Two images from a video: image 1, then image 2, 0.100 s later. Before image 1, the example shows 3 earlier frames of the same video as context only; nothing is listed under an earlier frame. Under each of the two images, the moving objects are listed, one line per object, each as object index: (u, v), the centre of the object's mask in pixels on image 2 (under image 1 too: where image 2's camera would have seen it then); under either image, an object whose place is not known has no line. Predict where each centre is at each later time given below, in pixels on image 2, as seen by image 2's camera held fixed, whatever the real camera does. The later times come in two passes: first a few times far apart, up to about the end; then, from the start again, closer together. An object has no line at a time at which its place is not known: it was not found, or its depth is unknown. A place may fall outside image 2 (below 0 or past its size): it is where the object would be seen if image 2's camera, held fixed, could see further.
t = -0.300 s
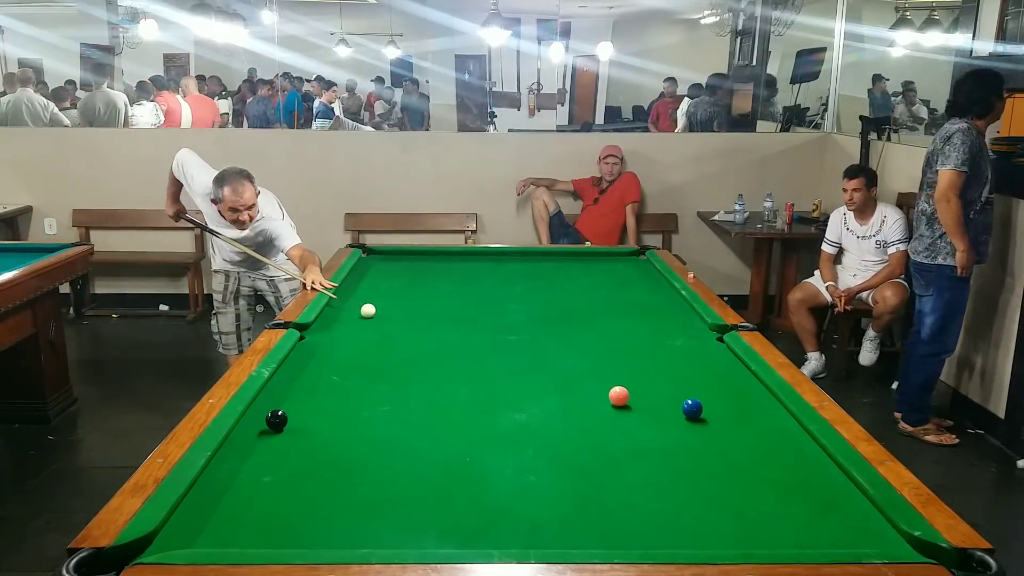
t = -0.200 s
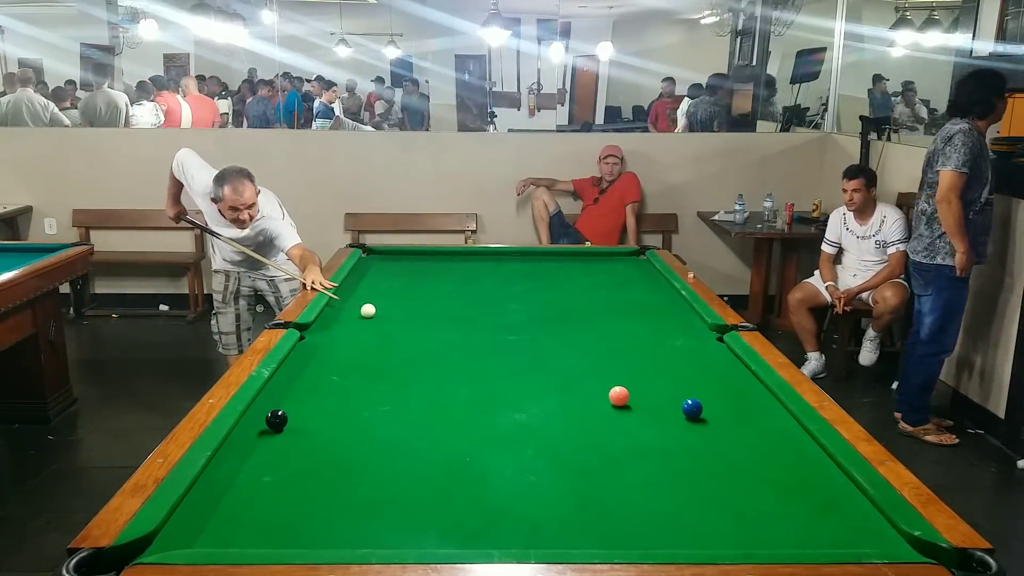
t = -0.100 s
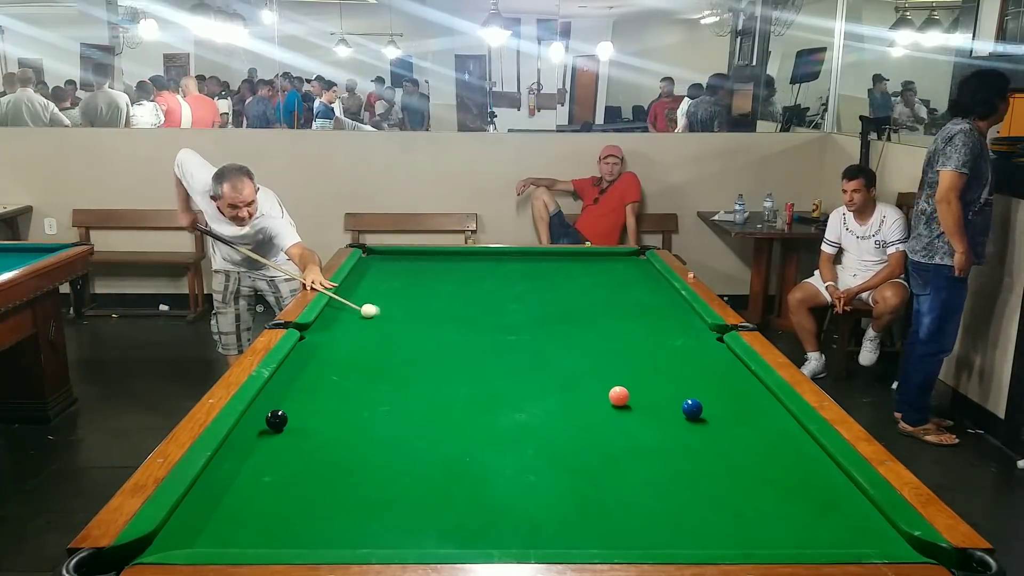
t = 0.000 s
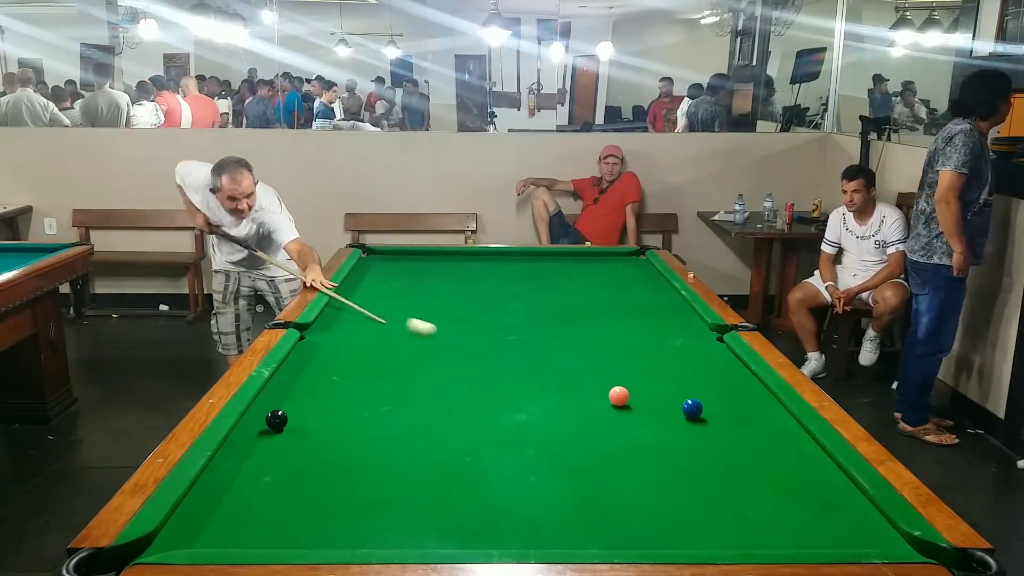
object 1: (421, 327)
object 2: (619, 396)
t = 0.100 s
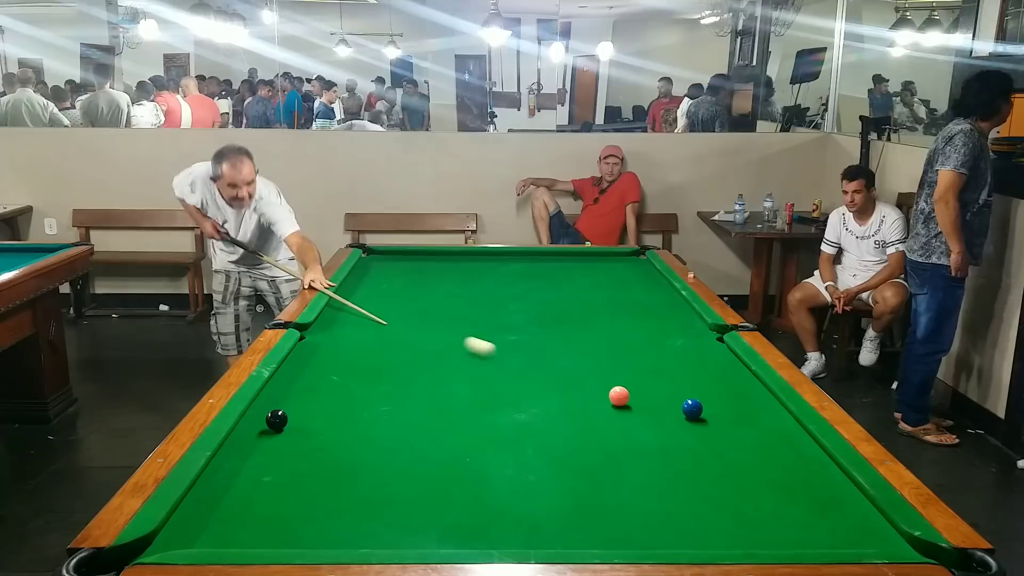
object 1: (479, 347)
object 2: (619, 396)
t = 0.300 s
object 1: (599, 387)
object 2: (620, 397)
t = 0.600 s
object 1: (642, 385)
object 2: (759, 468)
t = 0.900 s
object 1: (673, 380)
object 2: (907, 546)
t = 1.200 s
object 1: (701, 376)
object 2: (831, 540)
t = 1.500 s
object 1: (724, 373)
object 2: (749, 539)
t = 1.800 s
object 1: (742, 369)
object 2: (673, 538)
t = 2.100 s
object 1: (727, 368)
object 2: (605, 536)
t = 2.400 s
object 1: (717, 366)
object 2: (543, 535)
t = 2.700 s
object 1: (710, 365)
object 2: (489, 533)
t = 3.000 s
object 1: (708, 365)
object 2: (440, 531)
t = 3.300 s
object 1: (708, 365)
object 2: (398, 529)
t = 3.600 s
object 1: (708, 365)
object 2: (362, 529)
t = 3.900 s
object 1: (708, 365)
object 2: (332, 528)
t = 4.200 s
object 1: (708, 365)
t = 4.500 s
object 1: (708, 365)
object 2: (290, 527)
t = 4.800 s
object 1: (708, 365)
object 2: (279, 528)
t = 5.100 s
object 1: (708, 365)
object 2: (276, 527)
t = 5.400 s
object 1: (708, 365)
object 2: (277, 527)
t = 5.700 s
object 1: (708, 365)
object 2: (277, 527)
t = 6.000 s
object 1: (708, 365)
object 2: (277, 527)
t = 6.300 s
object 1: (708, 365)
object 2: (277, 527)
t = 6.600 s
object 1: (708, 365)
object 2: (277, 527)
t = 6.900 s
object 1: (708, 365)
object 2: (277, 527)
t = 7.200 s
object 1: (708, 365)
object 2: (277, 527)
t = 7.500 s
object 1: (708, 365)
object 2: (277, 527)
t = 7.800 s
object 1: (708, 365)
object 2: (277, 527)
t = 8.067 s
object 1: (708, 365)
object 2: (277, 527)
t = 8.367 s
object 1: (708, 365)
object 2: (277, 527)
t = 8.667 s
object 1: (708, 365)
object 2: (277, 527)
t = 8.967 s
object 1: (708, 365)
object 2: (277, 527)
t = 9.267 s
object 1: (708, 365)
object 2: (277, 527)
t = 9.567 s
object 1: (708, 365)
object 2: (277, 527)
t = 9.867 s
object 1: (708, 365)
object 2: (277, 527)
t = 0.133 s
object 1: (500, 354)
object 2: (619, 396)
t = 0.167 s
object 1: (519, 360)
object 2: (619, 396)
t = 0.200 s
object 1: (540, 367)
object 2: (619, 396)
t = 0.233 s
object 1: (561, 374)
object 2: (619, 397)
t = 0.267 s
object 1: (582, 382)
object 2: (619, 397)
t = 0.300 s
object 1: (599, 387)
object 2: (620, 397)
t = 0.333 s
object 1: (610, 389)
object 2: (632, 403)
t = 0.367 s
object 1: (615, 389)
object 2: (648, 411)
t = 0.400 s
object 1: (619, 388)
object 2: (664, 419)
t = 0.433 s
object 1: (623, 388)
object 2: (680, 427)
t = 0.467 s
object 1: (627, 387)
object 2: (696, 435)
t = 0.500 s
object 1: (631, 387)
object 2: (711, 443)
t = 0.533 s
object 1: (635, 386)
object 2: (726, 451)
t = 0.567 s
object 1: (638, 385)
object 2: (743, 459)
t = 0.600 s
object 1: (642, 385)
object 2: (759, 468)
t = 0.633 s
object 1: (646, 384)
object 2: (776, 476)
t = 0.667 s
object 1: (649, 384)
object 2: (794, 485)
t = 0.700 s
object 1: (653, 383)
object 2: (813, 495)
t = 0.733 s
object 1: (656, 383)
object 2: (832, 504)
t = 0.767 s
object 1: (660, 382)
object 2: (852, 514)
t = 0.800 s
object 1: (663, 382)
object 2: (873, 525)
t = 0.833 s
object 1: (667, 381)
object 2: (892, 535)
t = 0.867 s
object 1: (670, 381)
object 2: (900, 542)
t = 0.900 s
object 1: (673, 380)
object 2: (907, 546)
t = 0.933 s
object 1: (677, 380)
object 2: (908, 543)
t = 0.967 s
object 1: (680, 379)
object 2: (900, 542)
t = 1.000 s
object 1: (683, 379)
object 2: (889, 541)
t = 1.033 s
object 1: (686, 378)
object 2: (879, 541)
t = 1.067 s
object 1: (689, 378)
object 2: (869, 540)
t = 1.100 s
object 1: (692, 377)
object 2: (860, 540)
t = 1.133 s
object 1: (695, 377)
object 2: (850, 540)
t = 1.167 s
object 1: (698, 376)
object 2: (840, 540)
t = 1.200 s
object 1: (701, 376)
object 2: (831, 540)
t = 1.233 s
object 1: (703, 376)
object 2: (821, 540)
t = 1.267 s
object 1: (706, 375)
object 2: (812, 540)
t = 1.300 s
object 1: (709, 375)
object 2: (803, 540)
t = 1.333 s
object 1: (711, 374)
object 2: (793, 540)
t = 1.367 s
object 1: (714, 374)
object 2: (784, 539)
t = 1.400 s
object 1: (717, 374)
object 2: (775, 539)
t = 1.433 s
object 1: (719, 373)
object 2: (767, 539)
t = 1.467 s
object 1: (722, 373)
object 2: (758, 539)
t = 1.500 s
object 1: (724, 373)
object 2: (749, 539)
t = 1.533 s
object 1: (726, 372)
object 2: (740, 539)
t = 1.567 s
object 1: (729, 372)
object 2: (731, 539)
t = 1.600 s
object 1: (731, 371)
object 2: (723, 539)
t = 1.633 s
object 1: (733, 371)
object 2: (715, 539)
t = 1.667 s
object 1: (736, 371)
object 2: (706, 538)
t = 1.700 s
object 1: (738, 370)
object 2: (698, 538)
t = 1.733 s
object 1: (740, 370)
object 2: (690, 538)
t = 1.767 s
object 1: (742, 370)
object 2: (681, 538)
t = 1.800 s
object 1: (742, 369)
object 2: (673, 538)
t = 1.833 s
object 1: (740, 369)
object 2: (666, 538)
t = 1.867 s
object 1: (738, 369)
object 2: (658, 537)
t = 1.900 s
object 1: (736, 369)
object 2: (650, 537)
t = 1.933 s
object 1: (735, 369)
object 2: (642, 537)
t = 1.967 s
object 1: (733, 368)
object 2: (634, 537)
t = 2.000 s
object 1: (731, 368)
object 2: (627, 537)
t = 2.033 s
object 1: (730, 368)
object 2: (620, 537)
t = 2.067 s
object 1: (728, 368)
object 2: (612, 536)
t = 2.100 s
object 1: (727, 368)
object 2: (605, 536)
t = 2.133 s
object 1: (726, 367)
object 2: (598, 536)
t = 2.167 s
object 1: (724, 367)
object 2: (591, 536)
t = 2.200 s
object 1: (723, 367)
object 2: (584, 536)
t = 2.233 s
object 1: (722, 367)
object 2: (577, 536)
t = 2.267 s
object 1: (721, 367)
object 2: (570, 535)
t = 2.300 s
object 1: (720, 366)
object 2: (563, 535)
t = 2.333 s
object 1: (719, 366)
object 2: (557, 535)
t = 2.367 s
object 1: (718, 366)
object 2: (550, 535)
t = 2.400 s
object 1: (717, 366)
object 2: (543, 535)
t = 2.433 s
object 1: (716, 366)
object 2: (537, 535)
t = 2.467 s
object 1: (715, 366)
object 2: (531, 534)
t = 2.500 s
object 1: (714, 366)
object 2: (524, 534)
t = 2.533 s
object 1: (713, 366)
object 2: (518, 534)
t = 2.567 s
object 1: (713, 366)
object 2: (512, 534)
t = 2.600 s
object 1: (712, 365)
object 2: (506, 534)
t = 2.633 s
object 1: (711, 365)
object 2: (500, 533)
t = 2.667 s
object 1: (711, 365)
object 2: (494, 533)
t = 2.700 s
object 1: (710, 365)
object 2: (489, 533)
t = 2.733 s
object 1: (710, 365)
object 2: (483, 533)
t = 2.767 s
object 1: (710, 365)
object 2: (477, 533)
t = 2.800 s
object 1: (709, 365)
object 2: (472, 533)
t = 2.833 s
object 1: (709, 365)
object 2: (466, 532)
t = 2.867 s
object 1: (709, 365)
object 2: (461, 532)
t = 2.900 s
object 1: (708, 365)
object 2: (456, 532)
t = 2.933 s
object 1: (708, 365)
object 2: (450, 532)
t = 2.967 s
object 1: (708, 365)
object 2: (445, 532)
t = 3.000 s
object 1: (708, 365)
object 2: (440, 531)
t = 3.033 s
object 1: (708, 365)
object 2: (435, 531)
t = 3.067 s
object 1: (708, 365)
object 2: (431, 531)
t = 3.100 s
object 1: (708, 365)
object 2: (426, 531)
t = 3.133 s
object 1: (708, 365)
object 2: (421, 530)
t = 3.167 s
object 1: (708, 365)
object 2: (416, 530)
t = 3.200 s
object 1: (708, 365)
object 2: (412, 530)
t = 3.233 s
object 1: (708, 365)
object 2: (407, 530)
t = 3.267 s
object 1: (708, 365)
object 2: (403, 530)
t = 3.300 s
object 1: (708, 365)
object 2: (398, 529)
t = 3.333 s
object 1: (708, 365)
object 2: (394, 529)
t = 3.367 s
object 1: (708, 365)
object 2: (390, 529)
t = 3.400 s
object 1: (708, 365)
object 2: (385, 529)
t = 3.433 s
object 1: (708, 365)
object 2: (381, 529)
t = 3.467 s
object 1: (708, 365)
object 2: (377, 529)
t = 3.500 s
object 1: (708, 365)
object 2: (374, 528)
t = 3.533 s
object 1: (708, 365)
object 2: (370, 529)
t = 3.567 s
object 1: (708, 365)
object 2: (366, 528)
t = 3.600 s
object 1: (708, 365)
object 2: (362, 529)
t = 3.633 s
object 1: (708, 365)
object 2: (358, 528)
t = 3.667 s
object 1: (708, 365)
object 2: (355, 528)
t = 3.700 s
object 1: (708, 365)
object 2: (351, 528)
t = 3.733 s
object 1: (708, 365)
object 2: (348, 528)
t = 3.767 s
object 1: (708, 365)
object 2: (344, 528)
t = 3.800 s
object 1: (708, 365)
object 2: (341, 528)
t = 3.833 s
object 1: (708, 365)
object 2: (338, 528)
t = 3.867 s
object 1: (708, 365)
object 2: (335, 528)
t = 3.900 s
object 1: (708, 365)
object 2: (332, 528)
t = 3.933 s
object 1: (708, 365)
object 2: (328, 528)
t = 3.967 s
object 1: (708, 365)
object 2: (326, 528)
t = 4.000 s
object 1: (708, 365)
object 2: (323, 528)
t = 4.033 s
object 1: (708, 365)
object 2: (320, 528)
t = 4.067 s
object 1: (708, 365)
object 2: (317, 528)
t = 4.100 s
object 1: (708, 365)
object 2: (315, 528)
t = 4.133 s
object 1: (708, 365)
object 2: (313, 528)
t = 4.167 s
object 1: (708, 365)
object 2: (313, 527)
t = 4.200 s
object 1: (708, 365)
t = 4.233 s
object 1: (708, 365)
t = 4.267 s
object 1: (708, 365)
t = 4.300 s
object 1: (708, 365)
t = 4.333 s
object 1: (708, 365)
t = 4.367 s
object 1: (708, 365)
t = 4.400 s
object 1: (708, 365)
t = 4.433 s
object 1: (708, 365)
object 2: (293, 528)
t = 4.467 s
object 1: (708, 365)
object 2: (292, 527)
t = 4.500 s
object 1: (708, 365)
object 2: (290, 527)
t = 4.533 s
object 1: (708, 365)
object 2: (289, 527)
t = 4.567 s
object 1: (708, 365)
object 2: (287, 528)
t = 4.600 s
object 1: (708, 365)
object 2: (286, 528)
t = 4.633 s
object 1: (708, 365)
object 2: (285, 528)
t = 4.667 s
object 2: (283, 528)
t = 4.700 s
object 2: (282, 528)
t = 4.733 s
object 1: (705, 362)
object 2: (281, 527)
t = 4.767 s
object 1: (708, 364)
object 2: (280, 527)
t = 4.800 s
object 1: (708, 365)
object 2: (279, 528)
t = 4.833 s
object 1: (708, 365)
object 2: (279, 528)
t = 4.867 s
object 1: (708, 365)
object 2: (278, 527)
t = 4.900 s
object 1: (708, 365)
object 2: (278, 528)
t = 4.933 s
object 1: (708, 365)
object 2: (277, 527)
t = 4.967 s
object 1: (708, 365)
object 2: (277, 527)
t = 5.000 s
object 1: (708, 365)
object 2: (277, 527)
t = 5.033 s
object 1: (708, 365)
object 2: (277, 527)
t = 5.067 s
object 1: (708, 365)
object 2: (277, 527)
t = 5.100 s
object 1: (708, 365)
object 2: (276, 527)
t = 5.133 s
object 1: (708, 365)
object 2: (276, 527)
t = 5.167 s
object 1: (708, 365)
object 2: (277, 527)
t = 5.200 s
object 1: (708, 365)
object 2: (277, 527)
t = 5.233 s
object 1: (708, 365)
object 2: (277, 527)
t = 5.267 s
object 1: (708, 365)
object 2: (277, 527)
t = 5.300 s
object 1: (708, 365)
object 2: (276, 527)
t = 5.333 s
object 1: (708, 365)
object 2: (276, 527)
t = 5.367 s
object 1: (708, 365)
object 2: (277, 527)
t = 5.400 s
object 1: (708, 365)
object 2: (277, 527)
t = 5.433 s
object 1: (708, 365)
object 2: (277, 527)
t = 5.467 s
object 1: (708, 365)
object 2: (277, 527)
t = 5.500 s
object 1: (708, 365)
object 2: (277, 527)
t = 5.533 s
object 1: (708, 365)
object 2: (277, 527)
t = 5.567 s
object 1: (708, 365)
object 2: (277, 527)
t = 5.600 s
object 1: (708, 365)
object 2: (277, 527)
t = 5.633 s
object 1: (708, 365)
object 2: (277, 527)
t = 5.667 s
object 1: (708, 365)
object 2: (277, 527)
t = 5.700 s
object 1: (708, 365)
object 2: (277, 527)
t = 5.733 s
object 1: (708, 365)
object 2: (277, 527)
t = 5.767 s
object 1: (708, 365)
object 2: (277, 527)
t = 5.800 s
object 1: (708, 365)
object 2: (277, 527)
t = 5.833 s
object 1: (708, 365)
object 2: (277, 527)
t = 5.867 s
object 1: (708, 365)
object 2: (277, 527)
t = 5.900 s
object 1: (708, 365)
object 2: (277, 527)
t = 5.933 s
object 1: (708, 365)
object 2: (277, 527)
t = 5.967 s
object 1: (708, 365)
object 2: (277, 527)
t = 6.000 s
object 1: (708, 365)
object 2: (277, 527)
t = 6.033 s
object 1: (708, 365)
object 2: (277, 527)
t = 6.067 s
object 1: (708, 365)
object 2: (277, 527)
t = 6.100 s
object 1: (708, 365)
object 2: (277, 527)
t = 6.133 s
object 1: (708, 365)
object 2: (277, 527)
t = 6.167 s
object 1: (708, 365)
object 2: (277, 527)
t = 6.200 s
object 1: (708, 365)
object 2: (277, 527)
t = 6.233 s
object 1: (708, 365)
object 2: (277, 527)
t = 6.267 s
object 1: (708, 365)
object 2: (277, 527)
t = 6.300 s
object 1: (708, 365)
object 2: (277, 527)
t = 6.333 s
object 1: (708, 365)
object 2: (277, 527)
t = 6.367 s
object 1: (708, 365)
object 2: (277, 527)
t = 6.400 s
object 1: (708, 365)
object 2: (277, 527)
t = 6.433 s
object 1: (708, 365)
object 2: (277, 527)
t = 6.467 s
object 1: (708, 365)
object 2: (277, 527)
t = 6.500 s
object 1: (708, 365)
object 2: (277, 527)
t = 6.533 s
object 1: (708, 365)
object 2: (277, 527)
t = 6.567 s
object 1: (708, 365)
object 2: (277, 527)
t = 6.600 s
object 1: (708, 365)
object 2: (277, 527)
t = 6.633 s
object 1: (708, 365)
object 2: (277, 527)
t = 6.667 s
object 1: (708, 365)
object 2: (277, 527)
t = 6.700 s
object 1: (708, 365)
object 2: (277, 527)
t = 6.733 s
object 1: (708, 365)
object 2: (277, 527)
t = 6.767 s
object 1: (708, 365)
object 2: (277, 527)
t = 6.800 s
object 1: (708, 365)
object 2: (277, 527)
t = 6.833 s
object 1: (708, 365)
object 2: (277, 527)
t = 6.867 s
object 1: (708, 365)
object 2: (277, 527)
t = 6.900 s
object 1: (708, 365)
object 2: (277, 527)
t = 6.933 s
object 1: (708, 365)
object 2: (277, 527)
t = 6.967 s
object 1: (708, 365)
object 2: (277, 527)
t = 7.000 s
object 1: (708, 365)
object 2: (277, 527)
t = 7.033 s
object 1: (708, 365)
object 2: (277, 527)
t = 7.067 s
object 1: (708, 365)
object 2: (277, 527)
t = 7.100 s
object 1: (708, 365)
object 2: (277, 527)
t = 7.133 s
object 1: (708, 365)
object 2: (277, 527)
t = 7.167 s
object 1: (708, 365)
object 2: (277, 527)
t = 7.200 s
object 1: (708, 365)
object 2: (277, 527)
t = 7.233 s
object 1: (708, 365)
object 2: (277, 527)
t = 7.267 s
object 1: (708, 365)
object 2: (277, 527)
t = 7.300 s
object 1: (708, 365)
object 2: (277, 527)
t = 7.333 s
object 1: (708, 365)
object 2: (277, 527)
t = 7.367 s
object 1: (708, 365)
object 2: (277, 527)
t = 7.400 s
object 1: (708, 365)
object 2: (277, 527)
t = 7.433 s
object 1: (708, 365)
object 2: (277, 527)
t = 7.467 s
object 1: (708, 365)
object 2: (277, 527)
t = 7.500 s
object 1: (708, 365)
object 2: (277, 527)
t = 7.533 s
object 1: (708, 365)
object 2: (277, 527)
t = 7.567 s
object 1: (708, 365)
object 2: (277, 527)
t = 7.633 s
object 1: (708, 365)
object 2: (277, 527)
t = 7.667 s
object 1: (708, 365)
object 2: (277, 527)
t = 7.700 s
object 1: (708, 365)
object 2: (277, 527)
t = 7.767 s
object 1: (708, 365)
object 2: (277, 527)
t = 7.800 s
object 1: (708, 365)
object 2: (277, 527)
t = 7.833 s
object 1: (708, 365)
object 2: (277, 527)
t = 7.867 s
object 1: (708, 365)
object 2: (277, 527)
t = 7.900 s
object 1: (708, 365)
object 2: (277, 527)
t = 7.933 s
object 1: (708, 365)
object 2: (277, 527)
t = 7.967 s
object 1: (708, 365)
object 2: (277, 527)
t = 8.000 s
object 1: (708, 365)
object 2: (277, 527)
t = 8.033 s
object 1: (708, 365)
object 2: (277, 527)
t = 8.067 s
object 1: (708, 365)
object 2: (277, 527)
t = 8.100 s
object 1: (708, 365)
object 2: (277, 527)
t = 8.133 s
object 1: (708, 365)
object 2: (277, 527)
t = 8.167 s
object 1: (708, 365)
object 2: (277, 527)
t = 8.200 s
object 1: (708, 365)
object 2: (277, 527)
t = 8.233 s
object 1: (708, 365)
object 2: (277, 527)
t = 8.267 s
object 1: (708, 365)
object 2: (277, 527)
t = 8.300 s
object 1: (708, 365)
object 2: (277, 527)
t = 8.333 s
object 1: (708, 365)
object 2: (277, 527)
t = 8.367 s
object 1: (708, 365)
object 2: (277, 527)
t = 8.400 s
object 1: (708, 365)
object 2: (277, 527)
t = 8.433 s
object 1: (708, 365)
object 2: (277, 527)
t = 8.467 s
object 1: (708, 365)
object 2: (277, 527)
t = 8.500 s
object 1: (708, 365)
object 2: (277, 527)
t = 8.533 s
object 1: (708, 365)
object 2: (277, 527)
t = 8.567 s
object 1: (708, 365)
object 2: (277, 527)
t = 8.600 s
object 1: (708, 365)
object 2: (277, 527)
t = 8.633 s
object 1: (708, 365)
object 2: (277, 527)
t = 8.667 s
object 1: (708, 365)
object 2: (277, 527)
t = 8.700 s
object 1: (708, 365)
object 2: (277, 527)
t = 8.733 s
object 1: (708, 365)
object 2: (277, 527)
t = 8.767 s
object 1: (708, 365)
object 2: (277, 527)
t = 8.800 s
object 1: (708, 365)
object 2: (277, 527)
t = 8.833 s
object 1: (708, 365)
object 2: (277, 527)
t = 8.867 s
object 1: (708, 365)
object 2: (277, 527)
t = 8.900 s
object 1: (708, 365)
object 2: (277, 527)
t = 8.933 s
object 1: (708, 365)
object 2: (277, 527)
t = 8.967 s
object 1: (708, 365)
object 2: (277, 527)
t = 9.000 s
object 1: (708, 365)
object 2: (277, 527)
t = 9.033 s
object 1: (708, 365)
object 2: (277, 527)
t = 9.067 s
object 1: (708, 365)
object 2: (277, 527)
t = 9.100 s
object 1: (708, 365)
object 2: (277, 527)
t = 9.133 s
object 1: (708, 365)
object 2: (277, 527)
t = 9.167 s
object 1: (708, 365)
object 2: (277, 527)
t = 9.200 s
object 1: (708, 365)
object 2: (277, 527)
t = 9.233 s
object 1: (708, 365)
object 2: (277, 527)
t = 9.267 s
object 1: (708, 365)
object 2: (277, 527)
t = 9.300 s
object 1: (708, 365)
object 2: (277, 527)
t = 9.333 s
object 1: (708, 365)
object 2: (277, 527)
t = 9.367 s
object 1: (708, 365)
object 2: (277, 527)
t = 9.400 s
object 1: (708, 365)
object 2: (277, 527)
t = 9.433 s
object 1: (708, 365)
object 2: (277, 527)
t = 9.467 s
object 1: (708, 365)
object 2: (277, 527)
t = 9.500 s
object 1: (708, 365)
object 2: (277, 527)
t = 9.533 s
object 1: (708, 365)
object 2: (277, 527)
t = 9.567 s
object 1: (708, 365)
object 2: (277, 527)
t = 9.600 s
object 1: (708, 365)
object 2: (277, 527)
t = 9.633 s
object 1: (708, 365)
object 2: (277, 527)
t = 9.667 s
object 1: (708, 365)
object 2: (277, 527)
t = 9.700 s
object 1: (708, 365)
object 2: (277, 527)
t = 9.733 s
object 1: (708, 365)
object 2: (277, 527)
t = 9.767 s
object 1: (708, 365)
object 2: (277, 527)
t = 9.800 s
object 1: (708, 365)
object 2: (277, 527)
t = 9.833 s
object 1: (708, 365)
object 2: (277, 527)
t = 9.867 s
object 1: (708, 365)
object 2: (277, 527)
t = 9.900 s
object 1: (708, 365)
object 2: (277, 527)
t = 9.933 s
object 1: (708, 365)
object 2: (277, 527)
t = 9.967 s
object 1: (708, 365)
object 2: (277, 527)
